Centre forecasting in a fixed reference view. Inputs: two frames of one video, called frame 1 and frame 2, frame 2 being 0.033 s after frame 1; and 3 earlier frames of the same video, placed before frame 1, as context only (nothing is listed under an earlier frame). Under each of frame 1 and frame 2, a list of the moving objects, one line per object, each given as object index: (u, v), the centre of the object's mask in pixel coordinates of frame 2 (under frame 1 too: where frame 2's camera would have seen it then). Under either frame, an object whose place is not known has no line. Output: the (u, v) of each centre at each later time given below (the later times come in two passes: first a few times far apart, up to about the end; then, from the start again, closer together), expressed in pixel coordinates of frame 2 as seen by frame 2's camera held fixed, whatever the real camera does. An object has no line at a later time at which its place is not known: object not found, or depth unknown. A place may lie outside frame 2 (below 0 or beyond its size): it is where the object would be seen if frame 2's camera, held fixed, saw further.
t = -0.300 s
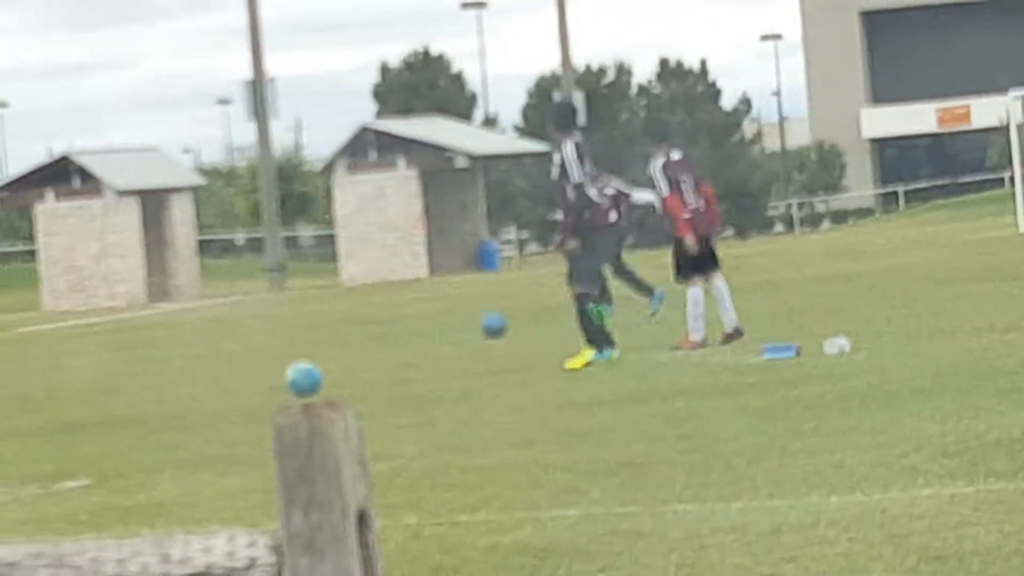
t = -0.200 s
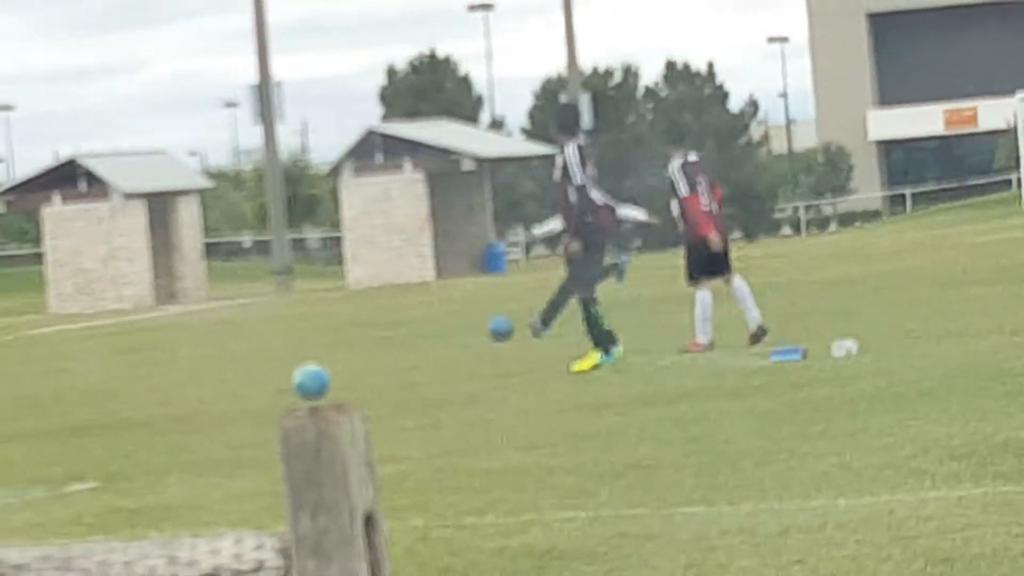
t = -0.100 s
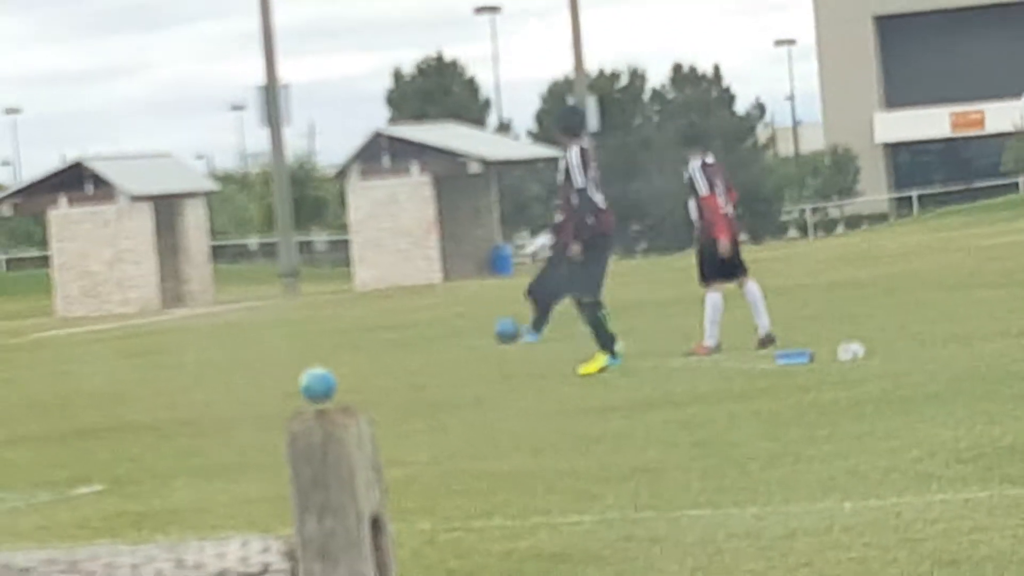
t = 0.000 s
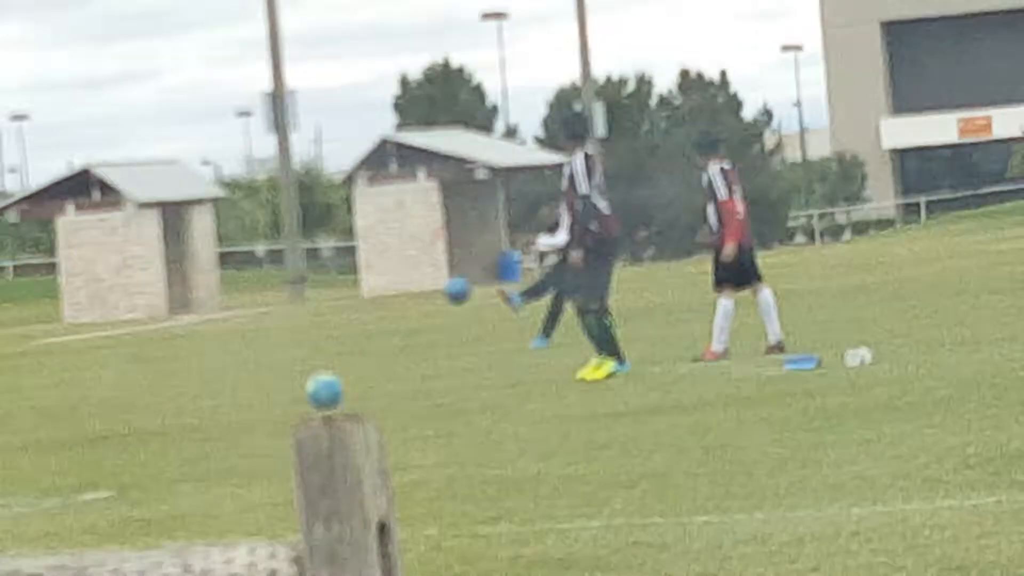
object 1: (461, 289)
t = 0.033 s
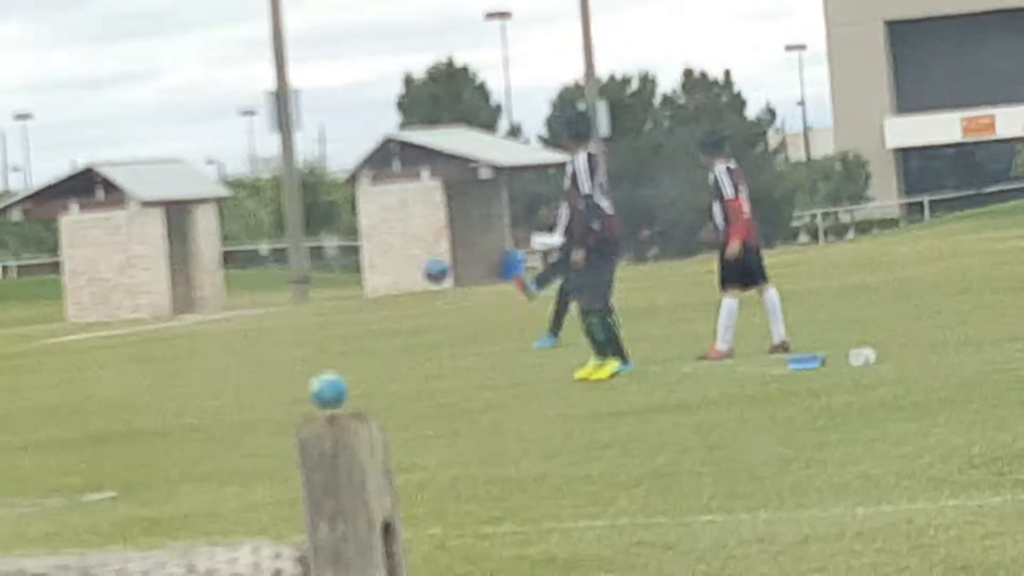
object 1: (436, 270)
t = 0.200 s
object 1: (319, 185)
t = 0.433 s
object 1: (166, 105)
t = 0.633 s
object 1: (47, 84)
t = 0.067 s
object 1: (413, 252)
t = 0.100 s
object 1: (389, 233)
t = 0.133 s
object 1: (365, 216)
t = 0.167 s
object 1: (341, 197)
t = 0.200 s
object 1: (319, 185)
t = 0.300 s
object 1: (252, 145)
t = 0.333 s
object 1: (230, 133)
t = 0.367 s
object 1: (208, 122)
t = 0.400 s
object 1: (187, 113)
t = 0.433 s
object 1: (166, 105)
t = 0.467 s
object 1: (146, 99)
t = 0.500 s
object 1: (125, 93)
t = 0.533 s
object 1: (105, 89)
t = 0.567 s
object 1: (85, 86)
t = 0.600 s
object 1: (65, 84)
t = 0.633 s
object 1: (47, 84)
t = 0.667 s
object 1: (28, 86)
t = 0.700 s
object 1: (10, 89)
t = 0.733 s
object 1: (-8, 94)
